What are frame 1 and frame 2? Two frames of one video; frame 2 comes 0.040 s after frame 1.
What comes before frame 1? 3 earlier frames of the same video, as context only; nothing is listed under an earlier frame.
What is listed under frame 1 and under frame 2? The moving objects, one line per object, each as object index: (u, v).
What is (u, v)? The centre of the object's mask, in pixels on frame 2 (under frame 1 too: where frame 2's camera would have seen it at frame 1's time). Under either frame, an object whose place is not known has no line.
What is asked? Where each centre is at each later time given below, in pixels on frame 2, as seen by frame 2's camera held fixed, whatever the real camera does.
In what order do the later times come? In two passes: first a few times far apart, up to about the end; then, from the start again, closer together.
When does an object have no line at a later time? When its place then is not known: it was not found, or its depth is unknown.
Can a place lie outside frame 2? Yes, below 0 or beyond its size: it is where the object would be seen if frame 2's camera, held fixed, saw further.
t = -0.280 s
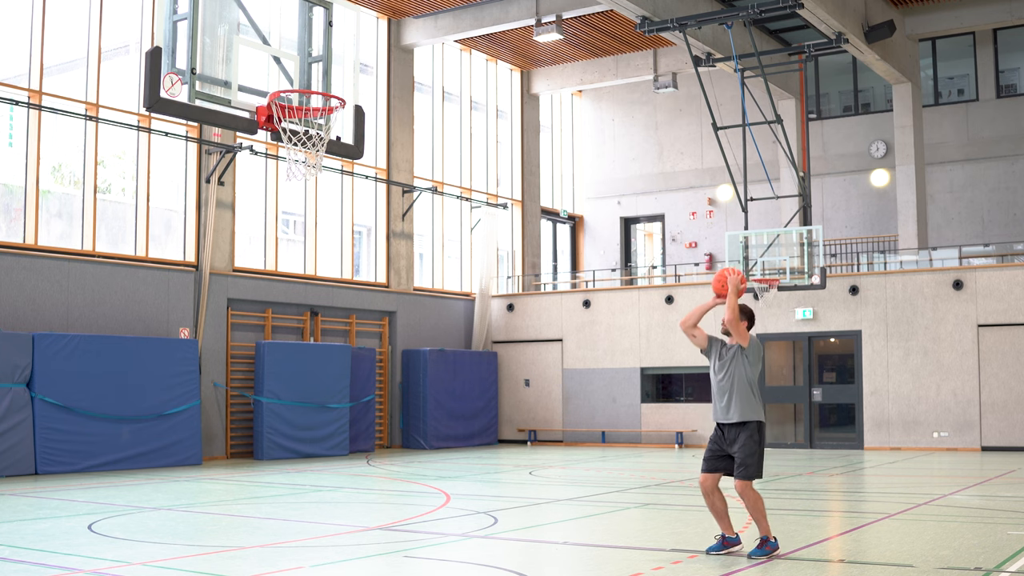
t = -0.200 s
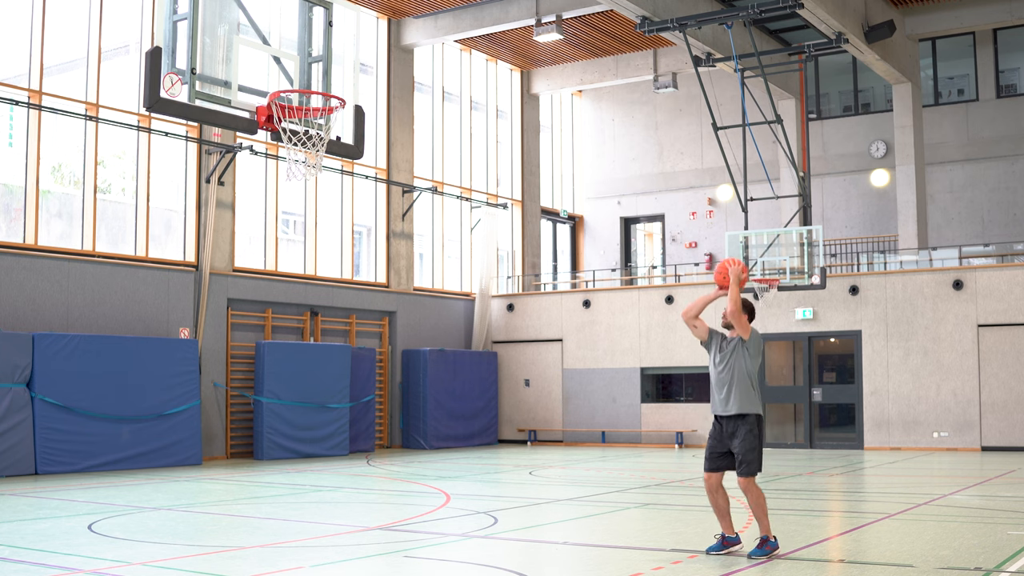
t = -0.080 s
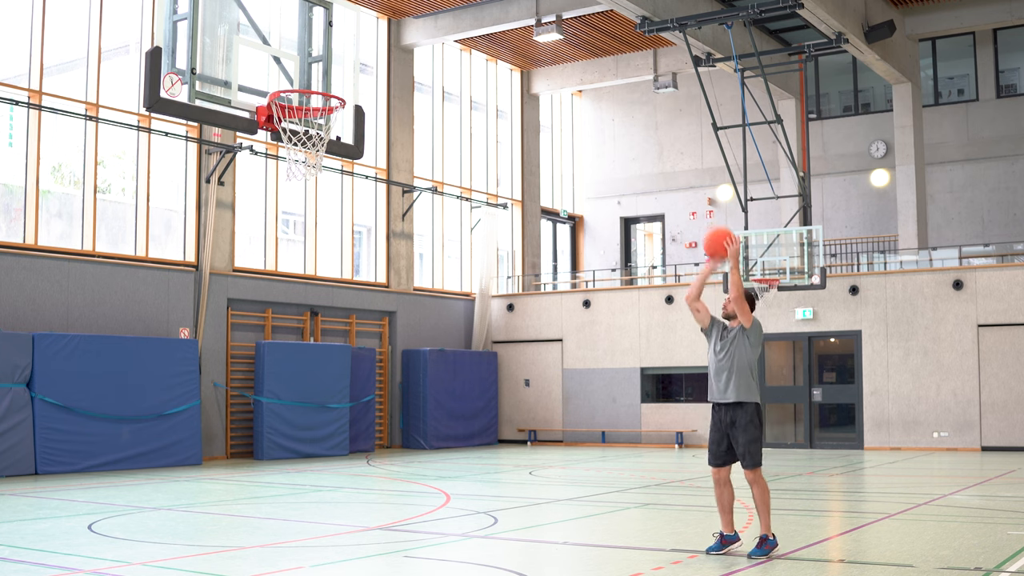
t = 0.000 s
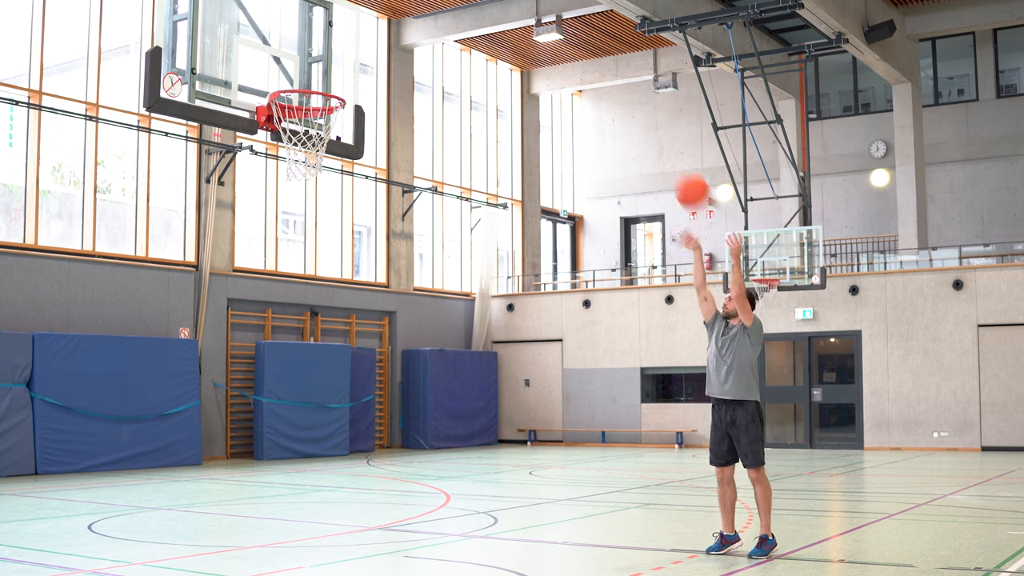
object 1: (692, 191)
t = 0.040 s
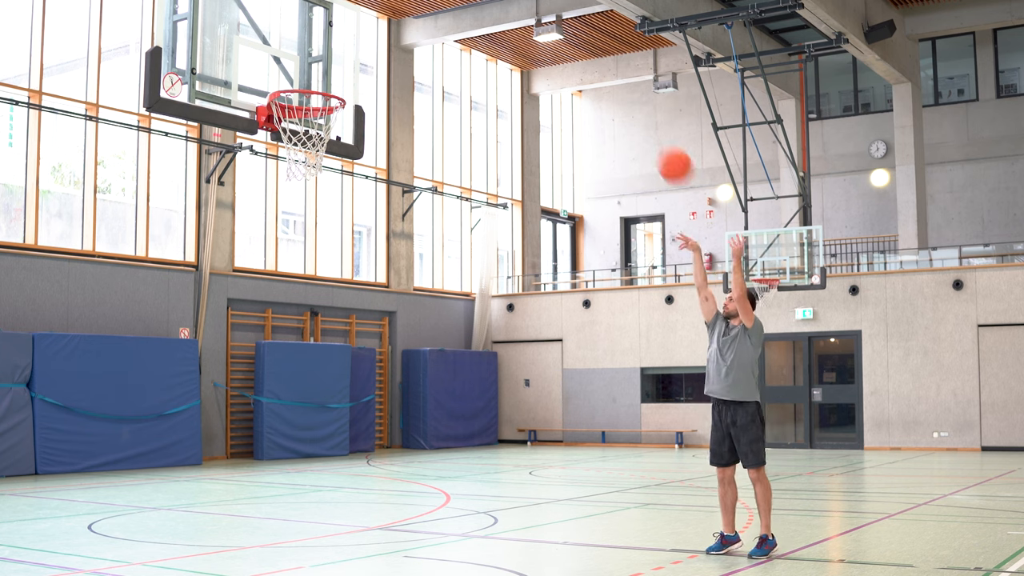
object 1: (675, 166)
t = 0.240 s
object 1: (587, 66)
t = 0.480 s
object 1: (477, 15)
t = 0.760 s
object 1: (340, 60)
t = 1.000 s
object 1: (297, 177)
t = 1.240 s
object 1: (322, 359)
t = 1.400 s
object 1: (338, 534)
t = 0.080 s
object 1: (658, 142)
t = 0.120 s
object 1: (640, 120)
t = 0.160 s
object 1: (622, 100)
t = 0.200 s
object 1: (605, 82)
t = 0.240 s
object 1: (587, 66)
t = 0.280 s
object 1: (569, 52)
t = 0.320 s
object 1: (550, 40)
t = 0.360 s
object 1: (531, 30)
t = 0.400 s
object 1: (514, 23)
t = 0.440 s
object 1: (496, 18)
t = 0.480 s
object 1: (477, 15)
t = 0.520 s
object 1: (459, 15)
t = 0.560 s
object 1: (440, 16)
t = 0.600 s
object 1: (420, 19)
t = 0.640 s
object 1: (401, 25)
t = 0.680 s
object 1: (383, 33)
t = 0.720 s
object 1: (360, 46)
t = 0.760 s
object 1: (340, 60)
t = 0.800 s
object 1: (318, 75)
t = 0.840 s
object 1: (301, 92)
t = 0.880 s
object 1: (284, 116)
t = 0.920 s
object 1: (287, 133)
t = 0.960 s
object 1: (291, 154)
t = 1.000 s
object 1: (297, 177)
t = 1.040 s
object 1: (301, 201)
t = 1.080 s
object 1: (305, 227)
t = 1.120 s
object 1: (309, 256)
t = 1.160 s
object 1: (313, 291)
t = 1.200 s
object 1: (317, 320)
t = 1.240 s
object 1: (322, 359)
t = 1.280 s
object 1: (326, 398)
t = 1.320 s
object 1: (330, 438)
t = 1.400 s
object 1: (338, 534)
